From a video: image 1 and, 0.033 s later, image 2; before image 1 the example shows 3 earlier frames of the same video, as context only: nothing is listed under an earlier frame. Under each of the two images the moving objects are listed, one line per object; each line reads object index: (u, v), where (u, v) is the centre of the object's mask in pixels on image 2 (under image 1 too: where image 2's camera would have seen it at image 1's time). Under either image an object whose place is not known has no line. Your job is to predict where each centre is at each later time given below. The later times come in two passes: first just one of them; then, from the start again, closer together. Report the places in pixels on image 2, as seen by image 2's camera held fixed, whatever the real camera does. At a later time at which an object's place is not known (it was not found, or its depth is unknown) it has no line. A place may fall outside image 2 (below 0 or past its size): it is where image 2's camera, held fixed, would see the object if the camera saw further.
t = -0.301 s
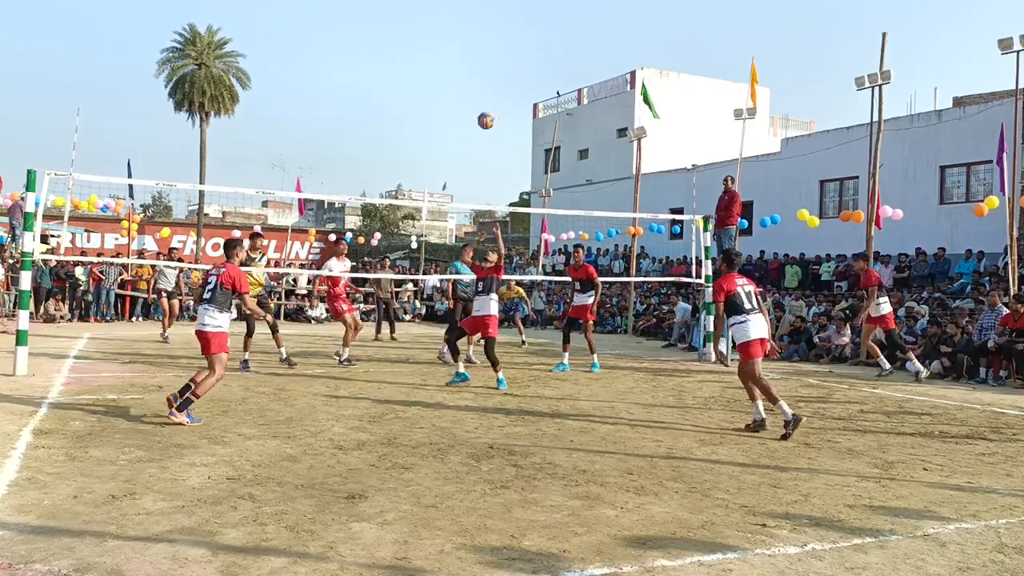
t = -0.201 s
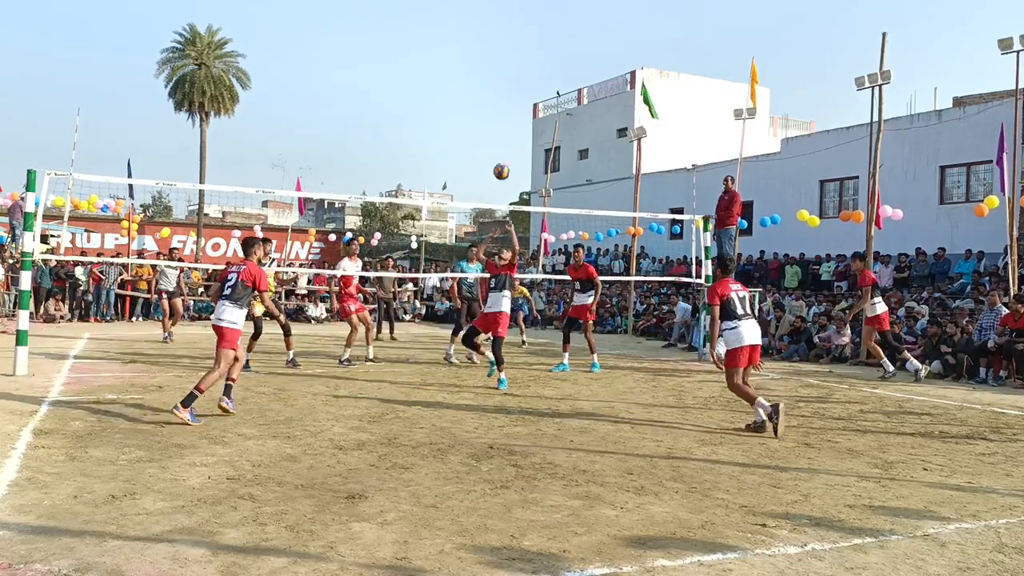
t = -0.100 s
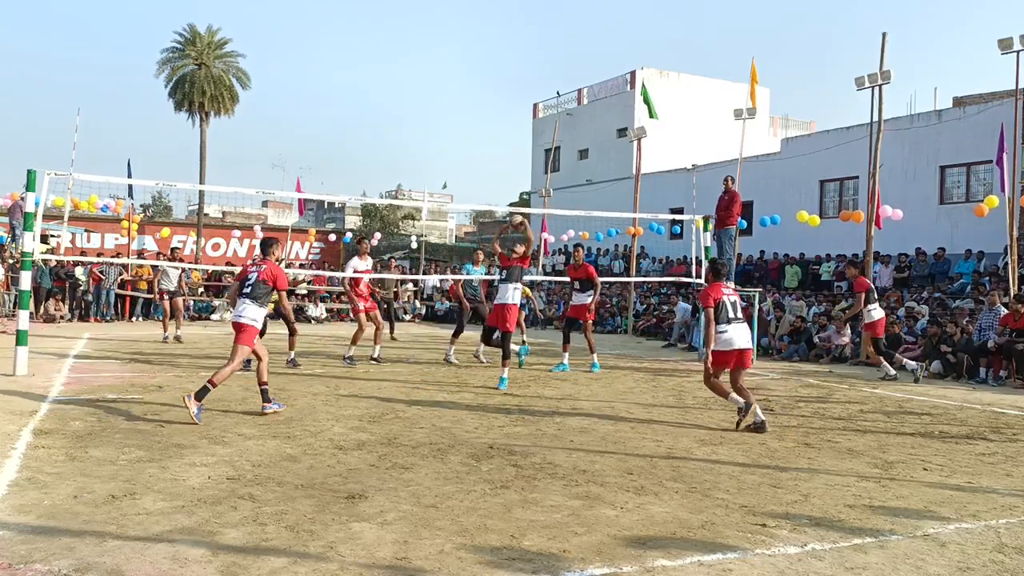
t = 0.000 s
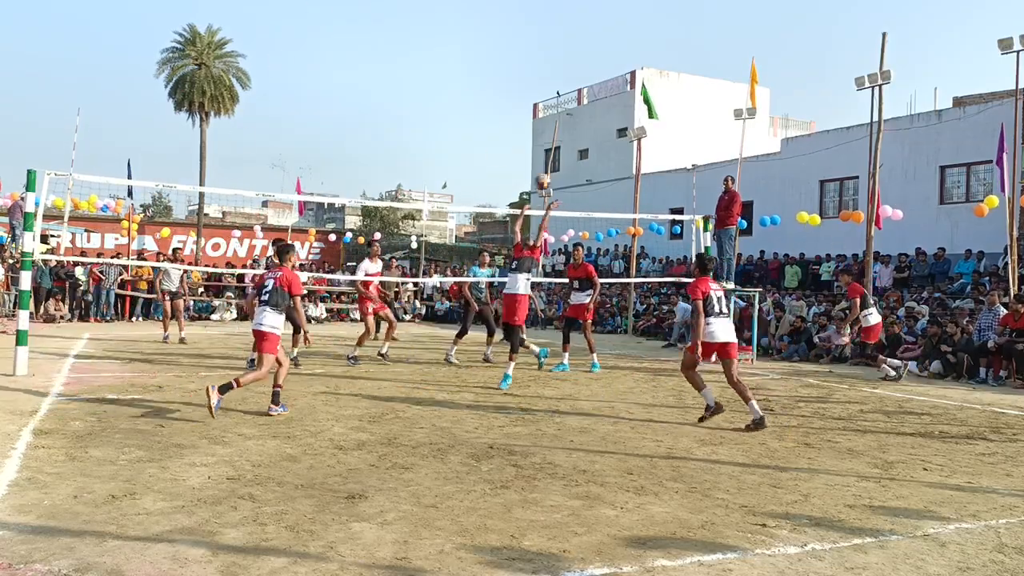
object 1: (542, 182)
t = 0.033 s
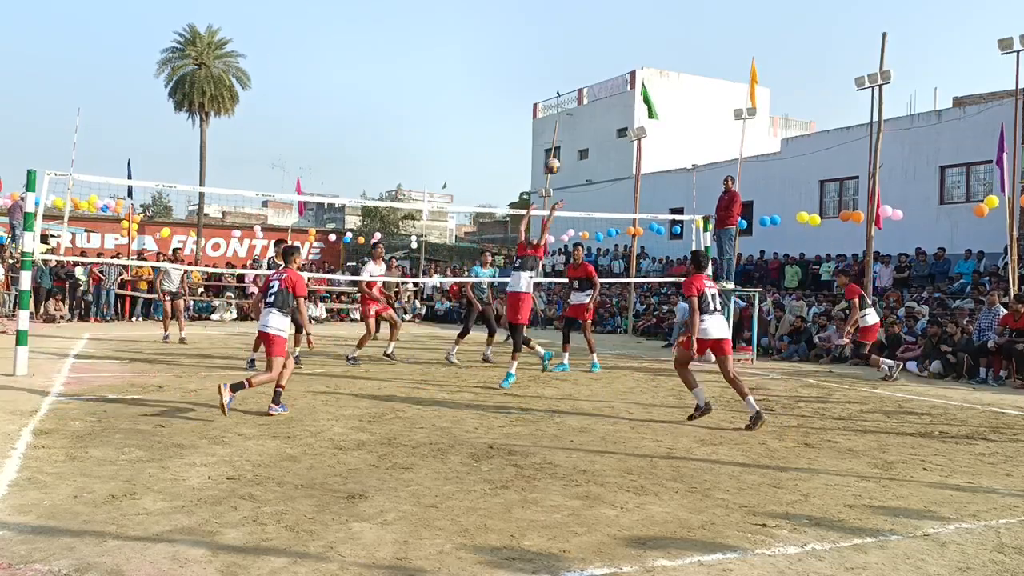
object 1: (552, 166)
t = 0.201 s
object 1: (595, 103)
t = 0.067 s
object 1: (562, 151)
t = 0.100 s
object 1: (570, 137)
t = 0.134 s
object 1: (579, 125)
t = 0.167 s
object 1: (587, 113)
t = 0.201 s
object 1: (595, 103)
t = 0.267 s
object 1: (612, 86)
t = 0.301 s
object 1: (619, 78)
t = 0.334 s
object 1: (627, 72)
